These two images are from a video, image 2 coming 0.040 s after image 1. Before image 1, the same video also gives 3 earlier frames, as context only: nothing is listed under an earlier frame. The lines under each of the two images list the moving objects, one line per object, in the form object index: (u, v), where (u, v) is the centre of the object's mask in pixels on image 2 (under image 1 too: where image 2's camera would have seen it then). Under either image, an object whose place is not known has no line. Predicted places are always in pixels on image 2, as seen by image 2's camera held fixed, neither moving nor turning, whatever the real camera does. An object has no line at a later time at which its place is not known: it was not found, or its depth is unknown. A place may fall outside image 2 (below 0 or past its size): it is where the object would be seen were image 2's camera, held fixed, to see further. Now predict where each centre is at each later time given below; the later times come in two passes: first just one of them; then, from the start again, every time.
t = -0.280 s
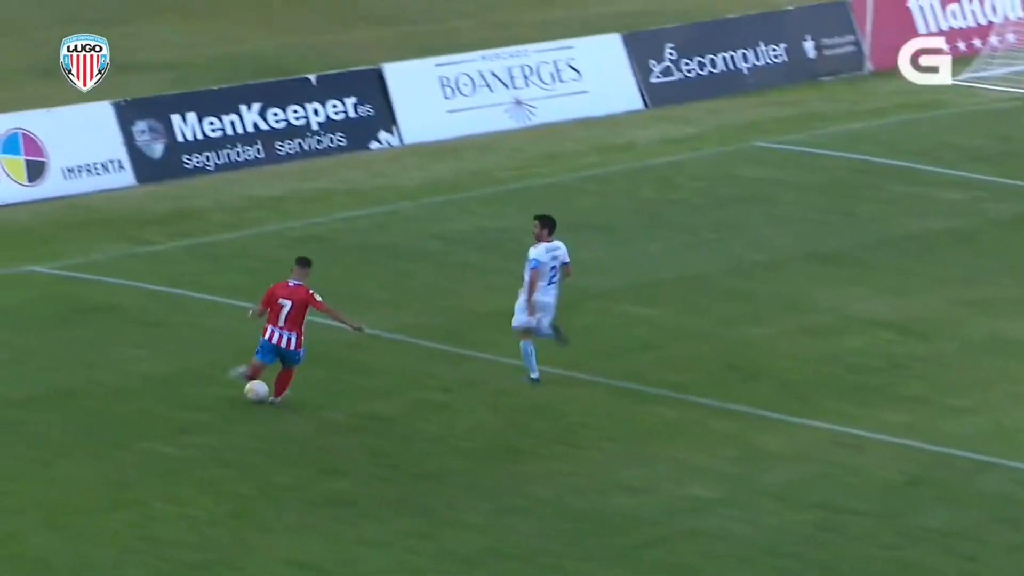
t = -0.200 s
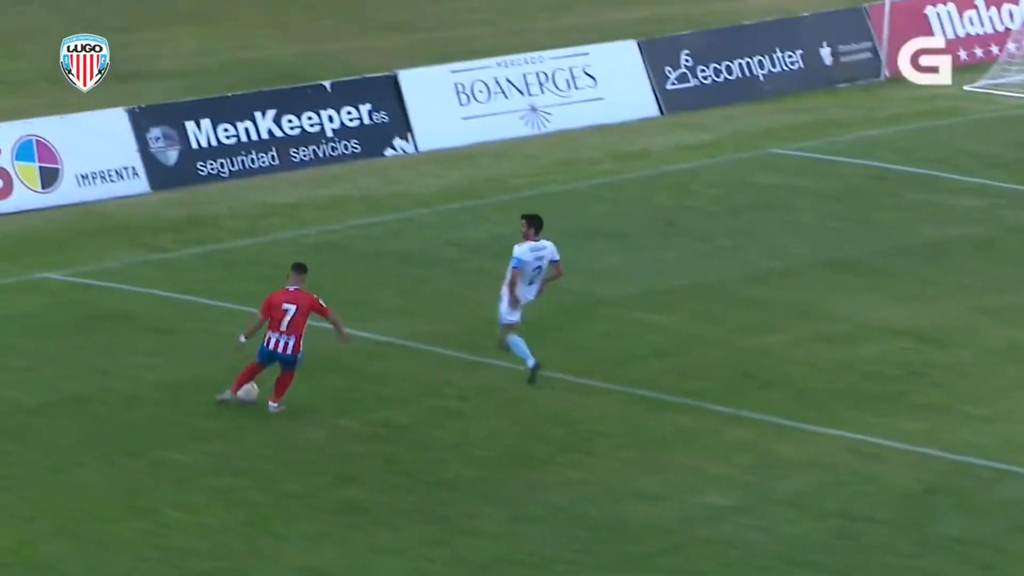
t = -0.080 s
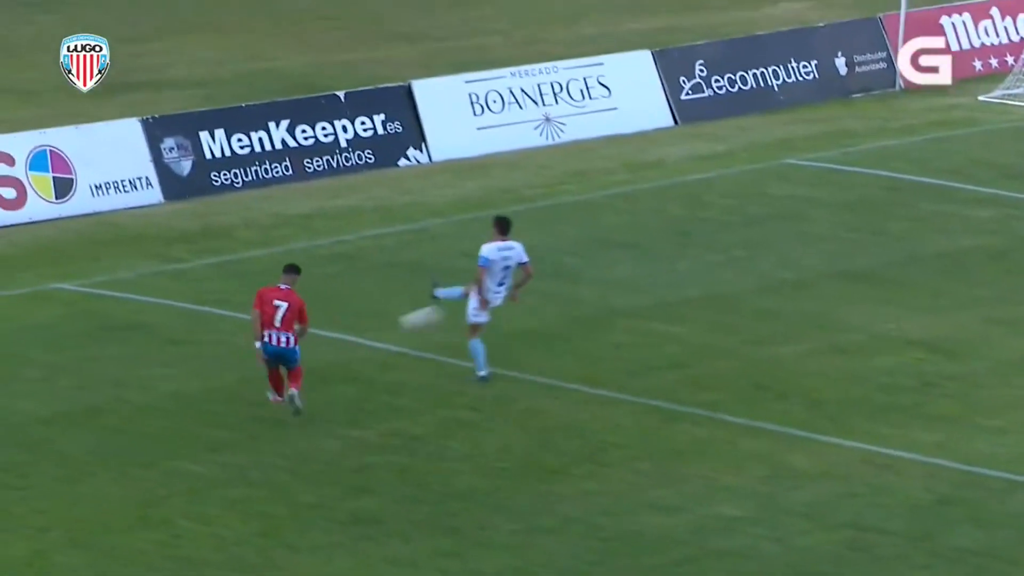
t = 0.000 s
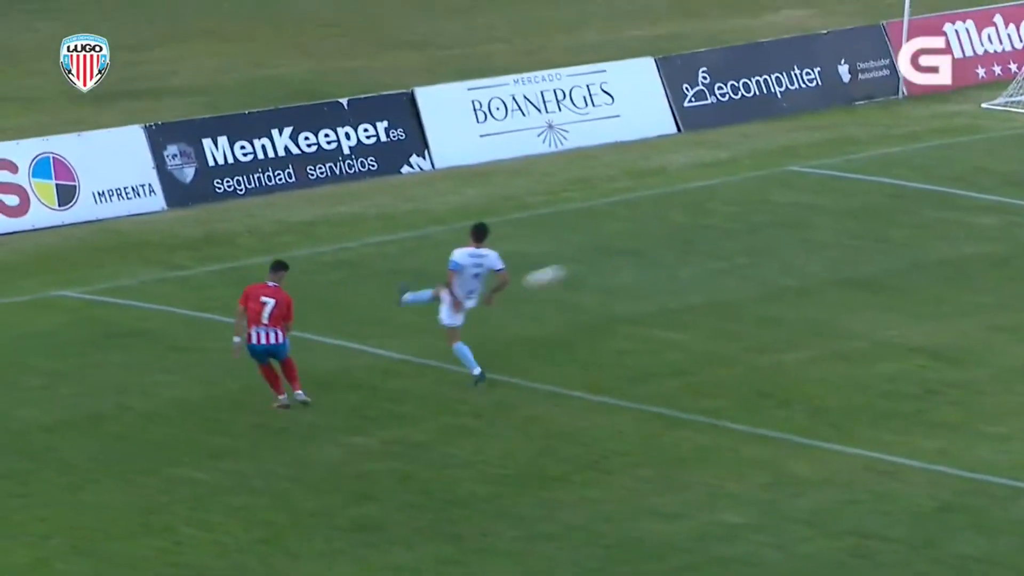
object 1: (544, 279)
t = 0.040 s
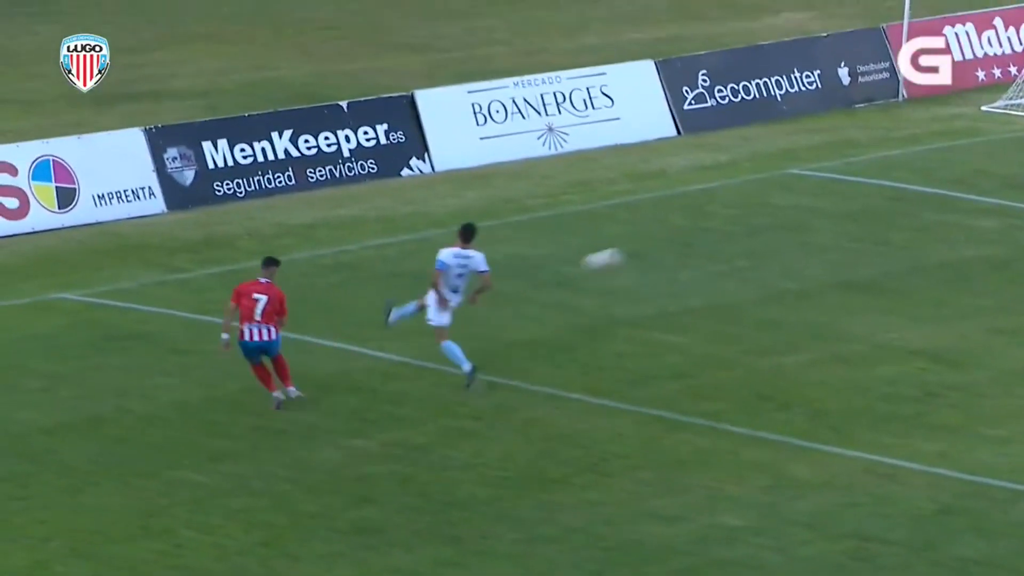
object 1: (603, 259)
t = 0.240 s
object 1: (883, 191)
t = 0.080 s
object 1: (661, 241)
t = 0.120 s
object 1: (717, 225)
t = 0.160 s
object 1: (774, 212)
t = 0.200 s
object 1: (829, 201)
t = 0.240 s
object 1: (883, 191)
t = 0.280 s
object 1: (939, 185)
